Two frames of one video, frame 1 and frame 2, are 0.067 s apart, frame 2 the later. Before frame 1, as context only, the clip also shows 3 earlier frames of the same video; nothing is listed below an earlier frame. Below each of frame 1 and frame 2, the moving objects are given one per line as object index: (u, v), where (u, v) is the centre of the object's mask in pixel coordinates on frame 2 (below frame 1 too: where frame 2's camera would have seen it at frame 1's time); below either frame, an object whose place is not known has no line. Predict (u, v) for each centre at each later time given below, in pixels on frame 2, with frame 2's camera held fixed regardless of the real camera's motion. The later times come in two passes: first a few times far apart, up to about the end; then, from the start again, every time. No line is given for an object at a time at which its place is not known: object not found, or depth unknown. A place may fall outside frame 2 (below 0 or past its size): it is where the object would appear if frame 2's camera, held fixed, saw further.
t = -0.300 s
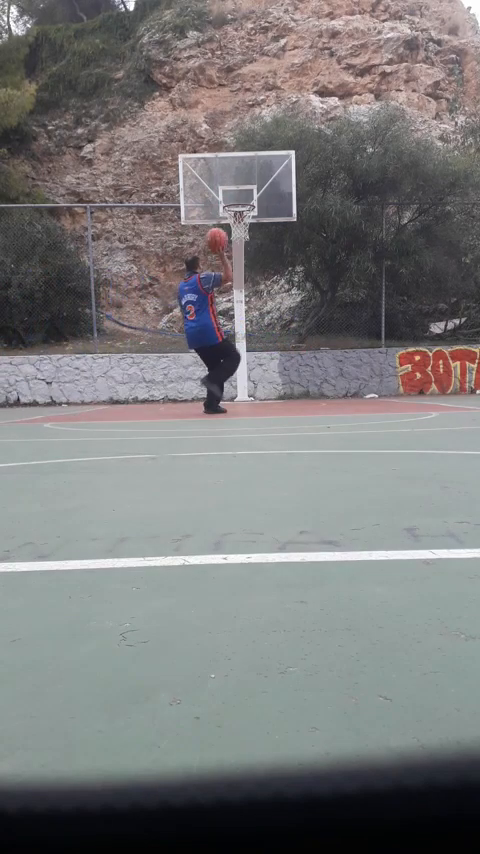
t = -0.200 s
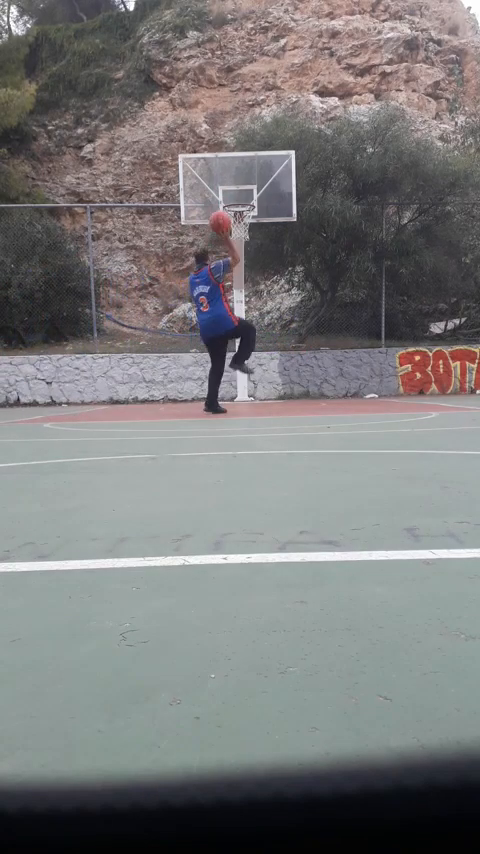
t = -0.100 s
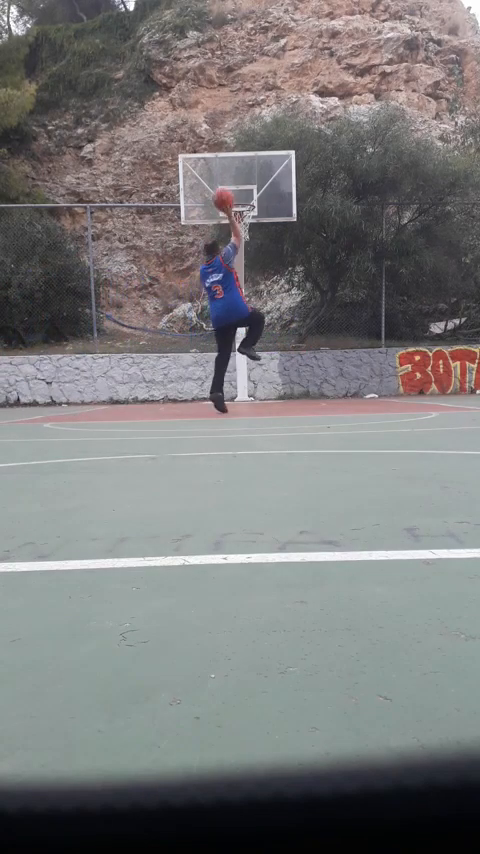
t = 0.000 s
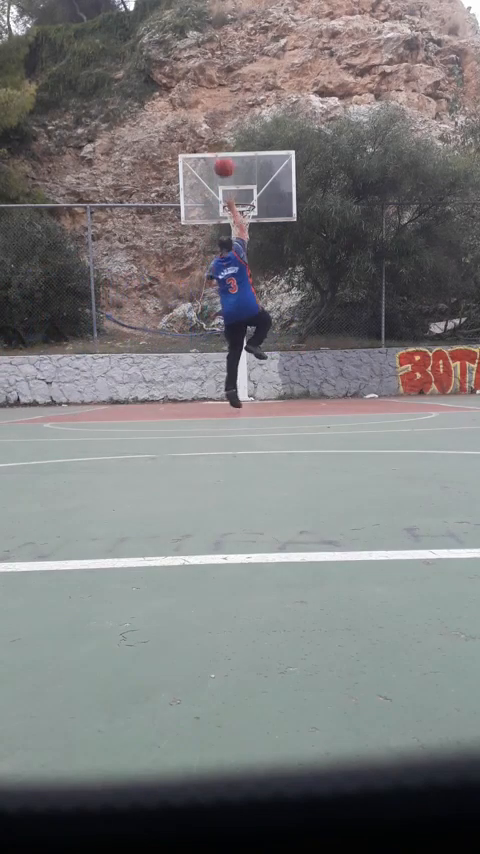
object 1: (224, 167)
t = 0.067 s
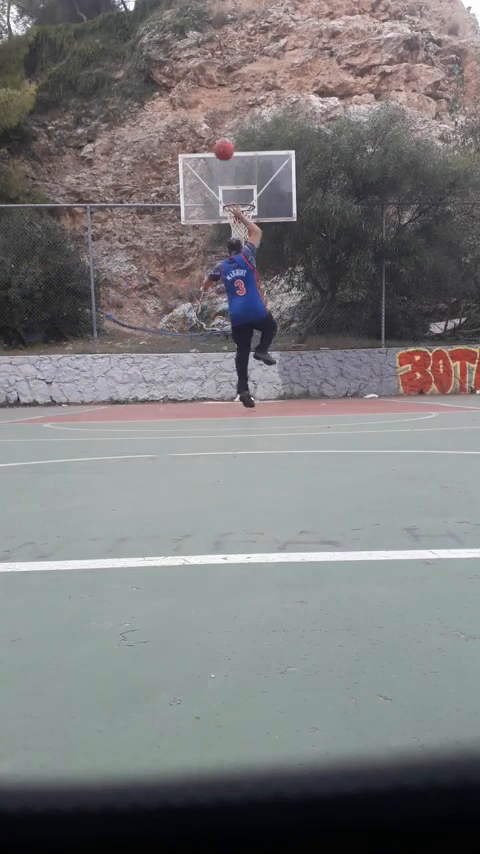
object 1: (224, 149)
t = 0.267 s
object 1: (224, 126)
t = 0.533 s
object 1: (227, 145)
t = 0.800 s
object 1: (231, 199)
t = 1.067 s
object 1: (255, 191)
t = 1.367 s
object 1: (287, 219)
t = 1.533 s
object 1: (304, 258)
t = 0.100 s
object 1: (223, 142)
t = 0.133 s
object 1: (224, 137)
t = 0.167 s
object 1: (224, 133)
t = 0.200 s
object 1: (224, 130)
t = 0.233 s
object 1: (224, 127)
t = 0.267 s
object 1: (224, 126)
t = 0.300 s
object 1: (225, 126)
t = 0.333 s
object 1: (225, 126)
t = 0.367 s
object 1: (225, 127)
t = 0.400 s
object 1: (225, 129)
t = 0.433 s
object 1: (226, 132)
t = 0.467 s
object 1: (226, 135)
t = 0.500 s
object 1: (227, 138)
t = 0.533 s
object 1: (227, 145)
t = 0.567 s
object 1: (227, 151)
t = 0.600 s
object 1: (227, 157)
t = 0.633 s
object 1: (228, 165)
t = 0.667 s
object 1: (228, 172)
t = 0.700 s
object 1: (229, 179)
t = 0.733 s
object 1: (229, 188)
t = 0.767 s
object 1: (230, 198)
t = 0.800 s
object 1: (231, 199)
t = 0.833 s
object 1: (232, 199)
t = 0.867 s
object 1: (234, 199)
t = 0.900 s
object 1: (238, 200)
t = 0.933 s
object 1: (240, 198)
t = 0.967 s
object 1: (245, 195)
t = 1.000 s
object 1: (248, 194)
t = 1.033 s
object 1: (251, 192)
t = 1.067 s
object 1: (255, 191)
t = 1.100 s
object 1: (259, 192)
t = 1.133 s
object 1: (262, 192)
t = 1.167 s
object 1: (266, 194)
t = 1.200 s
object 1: (269, 196)
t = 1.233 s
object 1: (273, 199)
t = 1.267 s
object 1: (276, 203)
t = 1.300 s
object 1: (280, 208)
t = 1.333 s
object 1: (283, 213)
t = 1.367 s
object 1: (287, 219)
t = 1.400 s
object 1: (290, 226)
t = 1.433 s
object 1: (294, 232)
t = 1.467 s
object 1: (297, 240)
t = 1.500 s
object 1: (301, 249)
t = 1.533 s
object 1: (304, 258)
